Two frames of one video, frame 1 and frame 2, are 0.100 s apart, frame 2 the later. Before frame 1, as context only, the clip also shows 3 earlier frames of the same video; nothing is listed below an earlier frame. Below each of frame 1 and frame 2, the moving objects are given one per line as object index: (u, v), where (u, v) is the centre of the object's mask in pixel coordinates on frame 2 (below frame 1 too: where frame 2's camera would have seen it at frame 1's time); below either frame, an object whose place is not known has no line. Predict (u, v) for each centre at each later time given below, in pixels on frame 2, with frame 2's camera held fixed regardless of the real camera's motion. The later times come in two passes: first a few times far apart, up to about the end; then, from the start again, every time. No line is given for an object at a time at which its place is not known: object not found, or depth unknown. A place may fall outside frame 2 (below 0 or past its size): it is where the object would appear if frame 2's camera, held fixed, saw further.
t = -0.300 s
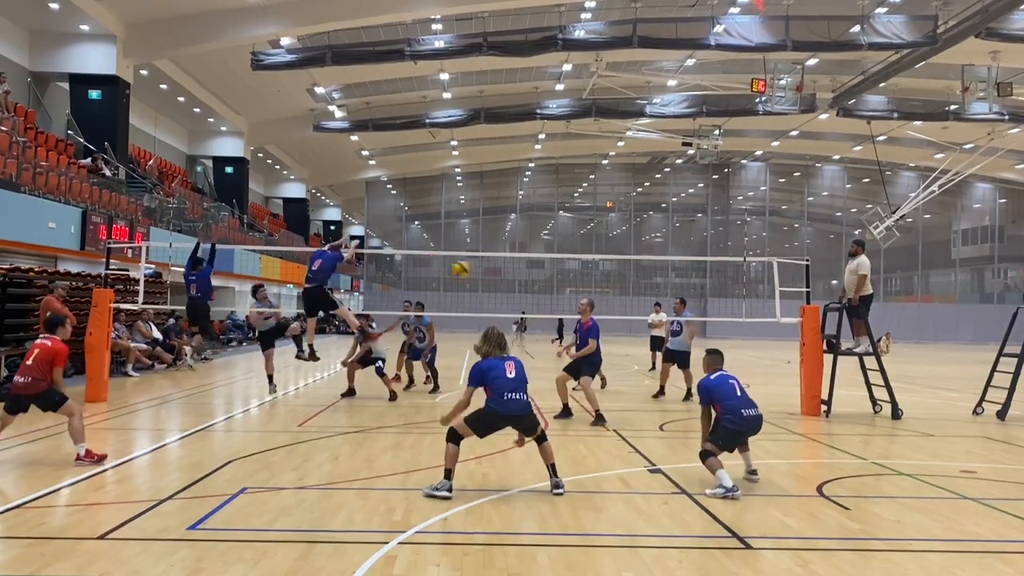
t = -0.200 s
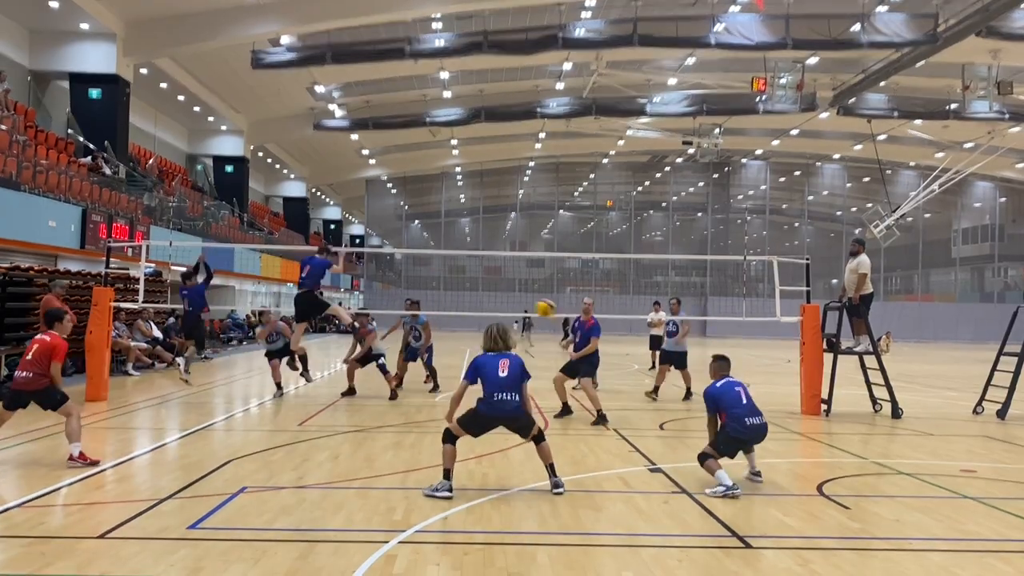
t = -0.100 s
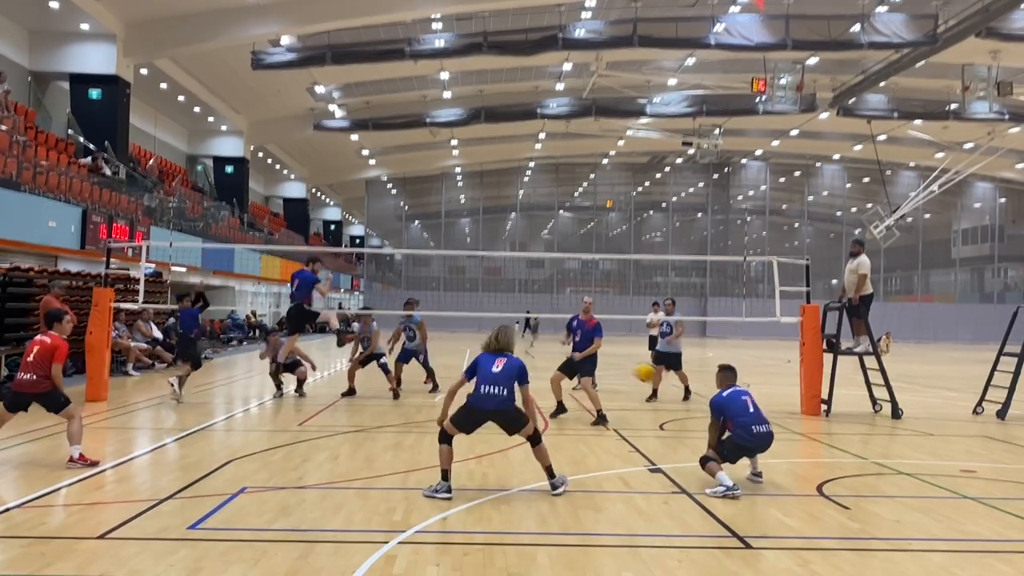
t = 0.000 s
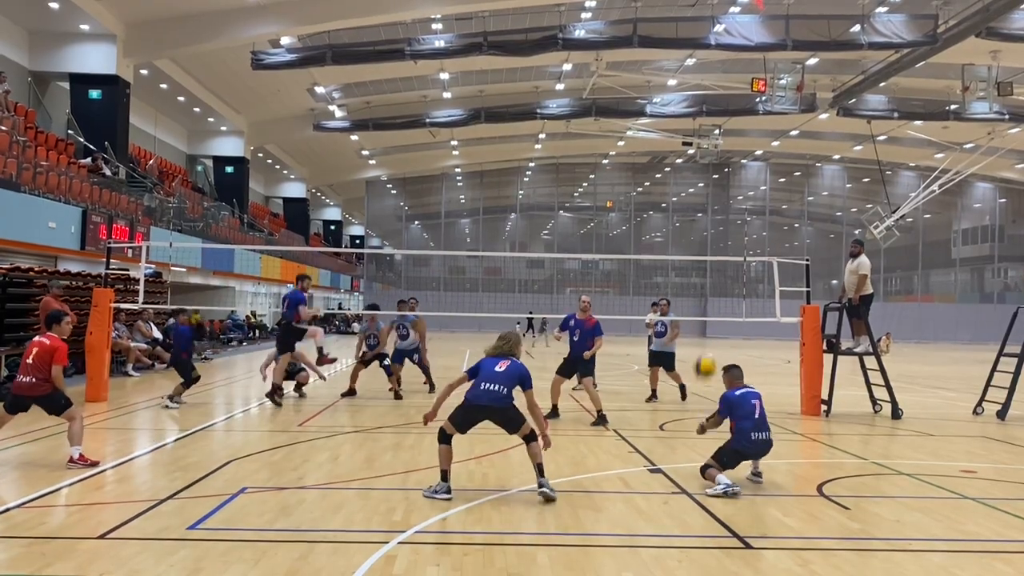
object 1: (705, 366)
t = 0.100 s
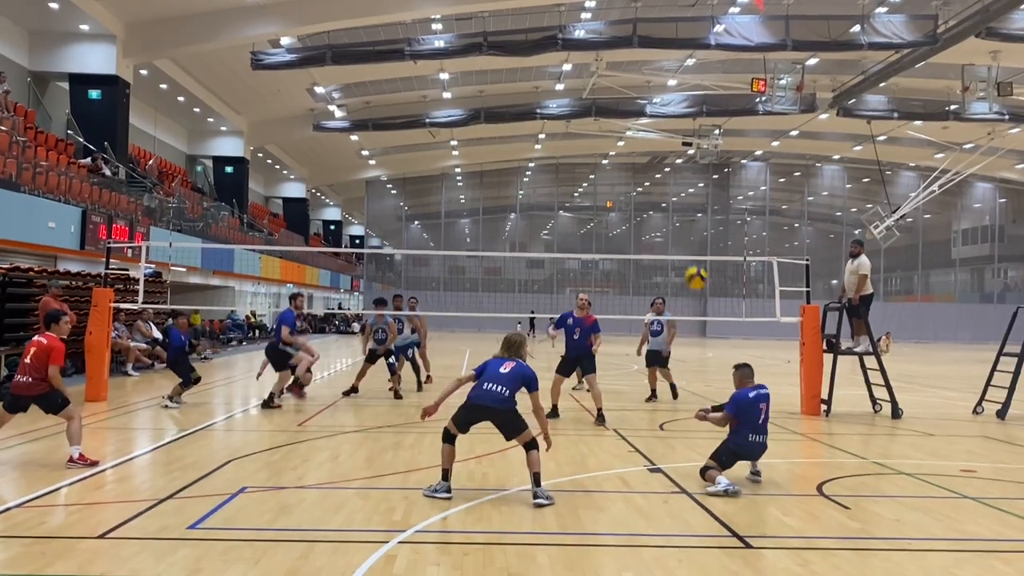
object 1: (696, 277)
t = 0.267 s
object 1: (686, 164)
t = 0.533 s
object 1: (678, 56)
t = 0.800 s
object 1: (673, 19)
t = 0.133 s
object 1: (694, 250)
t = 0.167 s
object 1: (692, 226)
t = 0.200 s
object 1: (689, 204)
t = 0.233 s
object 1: (688, 183)
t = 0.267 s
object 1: (686, 164)
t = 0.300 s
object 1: (685, 146)
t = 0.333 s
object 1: (684, 131)
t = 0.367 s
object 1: (683, 114)
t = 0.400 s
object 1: (681, 101)
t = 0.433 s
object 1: (681, 88)
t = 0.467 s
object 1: (681, 75)
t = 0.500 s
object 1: (678, 66)
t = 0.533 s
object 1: (678, 56)
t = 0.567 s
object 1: (677, 48)
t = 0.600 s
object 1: (676, 41)
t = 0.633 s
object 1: (676, 35)
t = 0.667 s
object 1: (675, 30)
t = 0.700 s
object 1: (674, 26)
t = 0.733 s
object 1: (674, 23)
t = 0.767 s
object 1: (674, 20)
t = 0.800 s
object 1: (673, 19)
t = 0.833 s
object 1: (672, 19)
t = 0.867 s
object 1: (672, 20)
